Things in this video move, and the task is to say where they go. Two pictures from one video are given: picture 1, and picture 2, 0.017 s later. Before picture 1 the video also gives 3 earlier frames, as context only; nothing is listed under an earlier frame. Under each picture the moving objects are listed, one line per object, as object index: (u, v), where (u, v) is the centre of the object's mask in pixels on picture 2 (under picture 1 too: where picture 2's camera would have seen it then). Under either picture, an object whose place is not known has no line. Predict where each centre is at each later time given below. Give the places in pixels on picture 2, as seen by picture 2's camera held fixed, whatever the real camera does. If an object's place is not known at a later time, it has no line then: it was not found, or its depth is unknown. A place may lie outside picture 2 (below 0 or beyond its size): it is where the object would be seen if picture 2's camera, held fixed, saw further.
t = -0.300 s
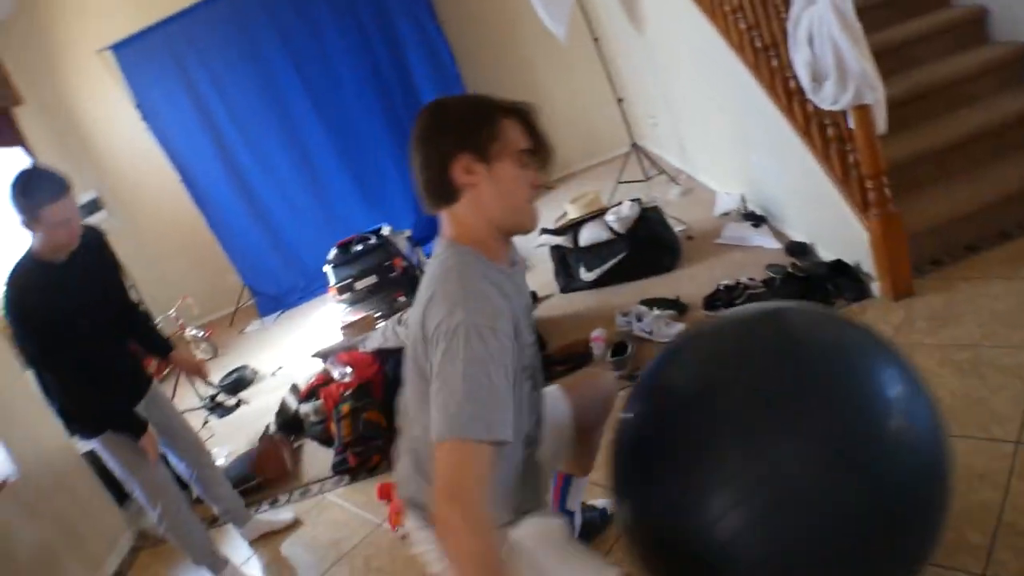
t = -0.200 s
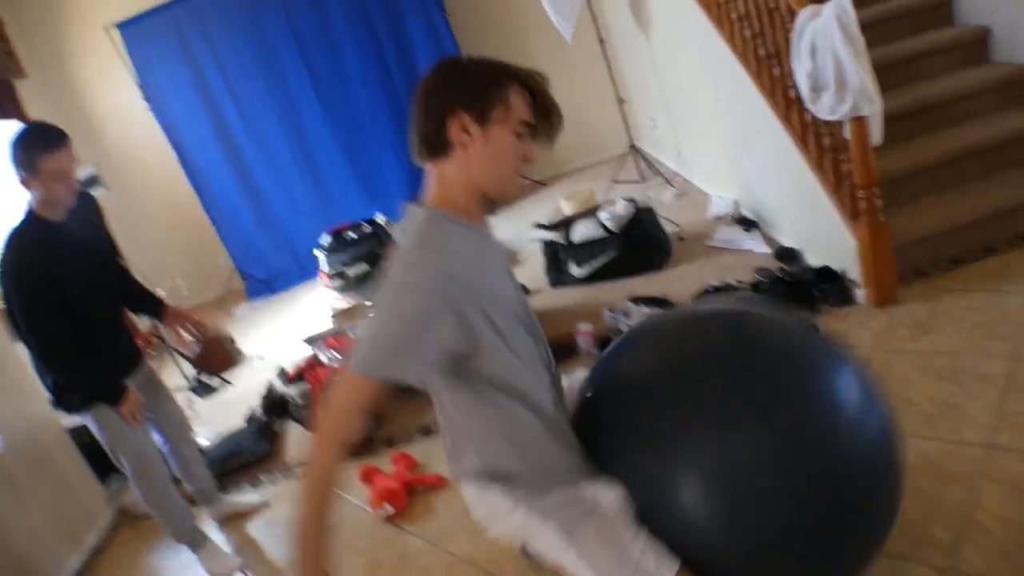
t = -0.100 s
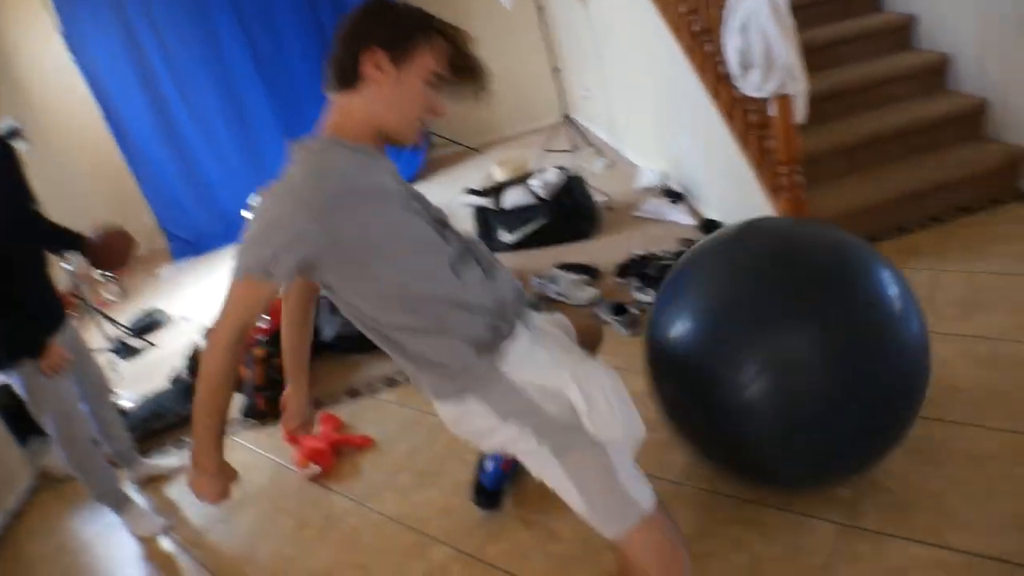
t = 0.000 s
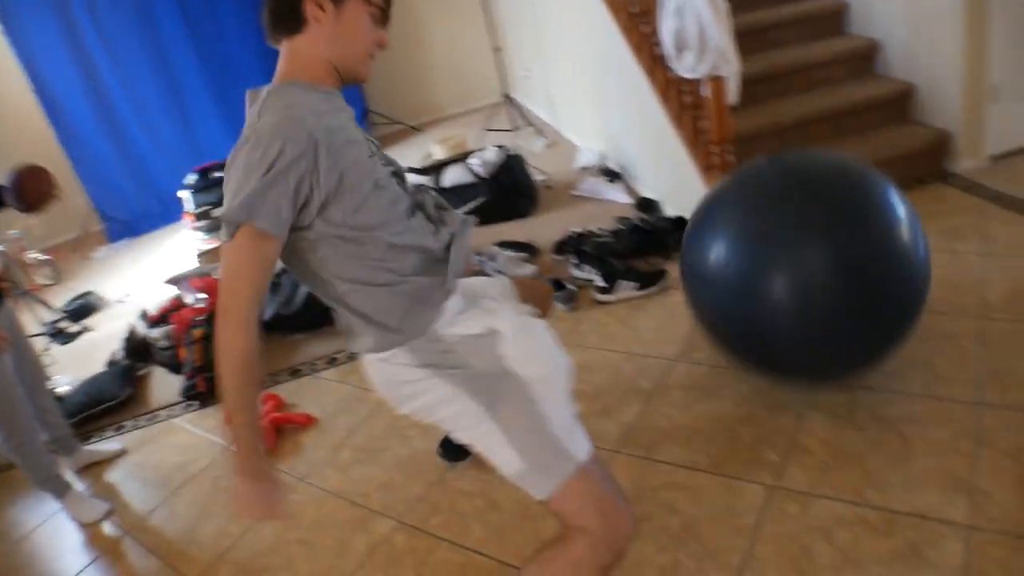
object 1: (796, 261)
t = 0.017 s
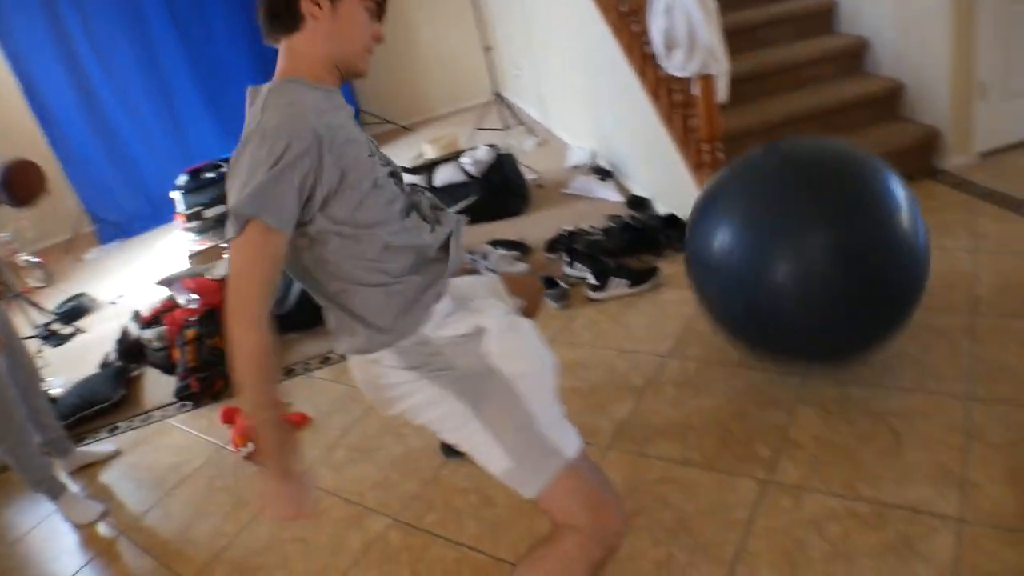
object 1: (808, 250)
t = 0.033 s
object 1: (819, 240)
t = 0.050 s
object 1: (830, 231)
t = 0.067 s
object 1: (839, 223)
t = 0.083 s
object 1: (849, 217)
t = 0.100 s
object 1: (859, 211)
